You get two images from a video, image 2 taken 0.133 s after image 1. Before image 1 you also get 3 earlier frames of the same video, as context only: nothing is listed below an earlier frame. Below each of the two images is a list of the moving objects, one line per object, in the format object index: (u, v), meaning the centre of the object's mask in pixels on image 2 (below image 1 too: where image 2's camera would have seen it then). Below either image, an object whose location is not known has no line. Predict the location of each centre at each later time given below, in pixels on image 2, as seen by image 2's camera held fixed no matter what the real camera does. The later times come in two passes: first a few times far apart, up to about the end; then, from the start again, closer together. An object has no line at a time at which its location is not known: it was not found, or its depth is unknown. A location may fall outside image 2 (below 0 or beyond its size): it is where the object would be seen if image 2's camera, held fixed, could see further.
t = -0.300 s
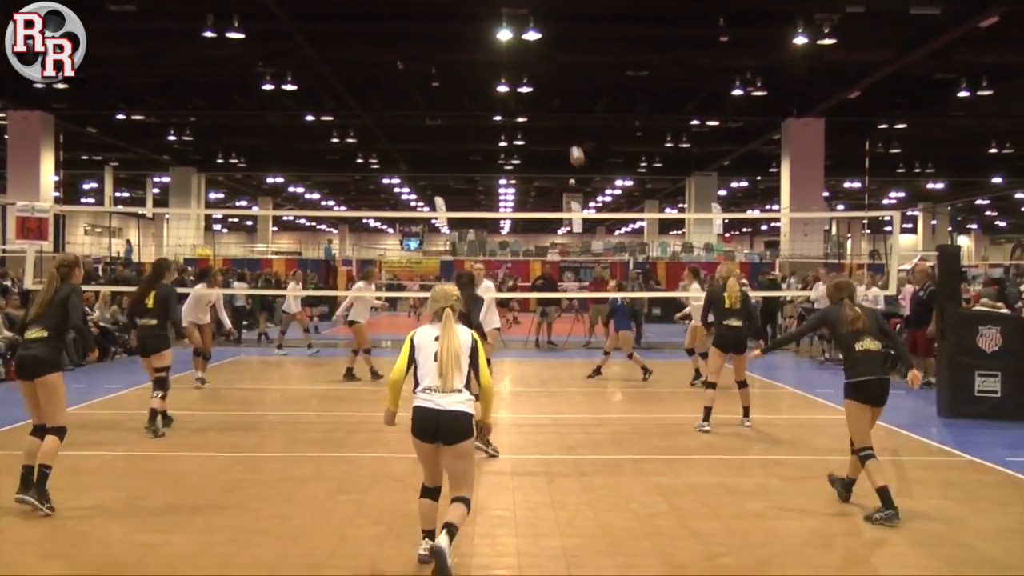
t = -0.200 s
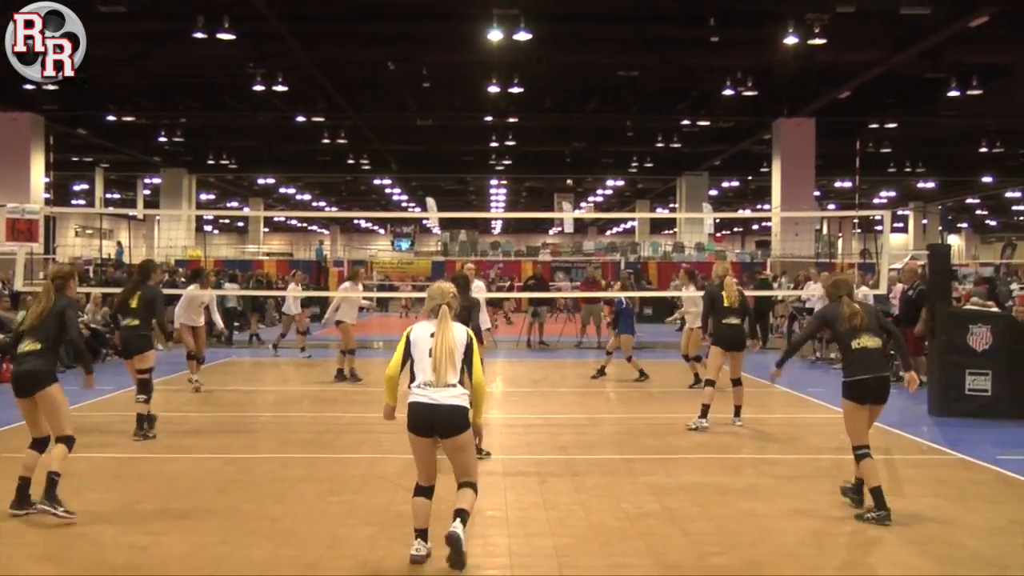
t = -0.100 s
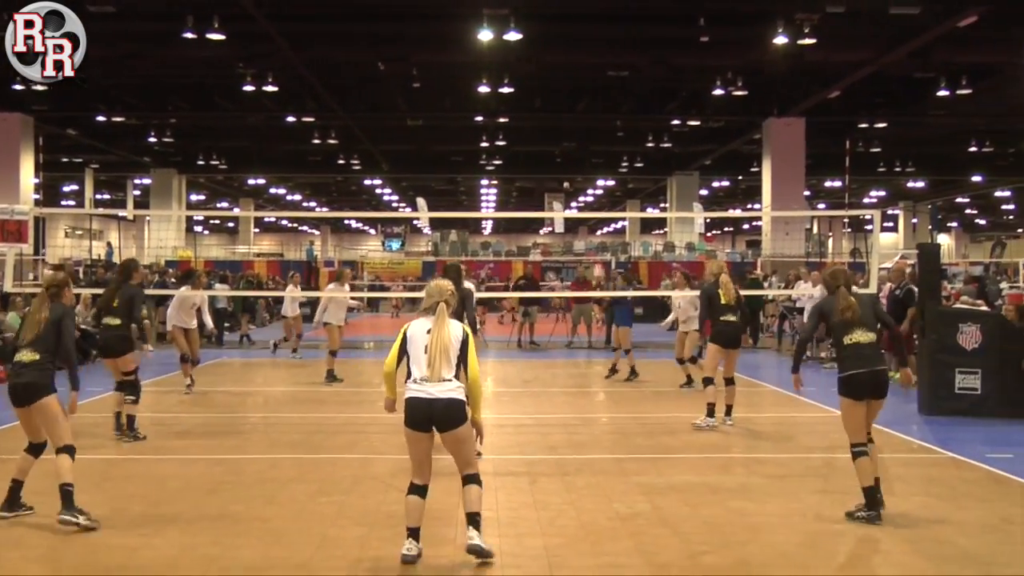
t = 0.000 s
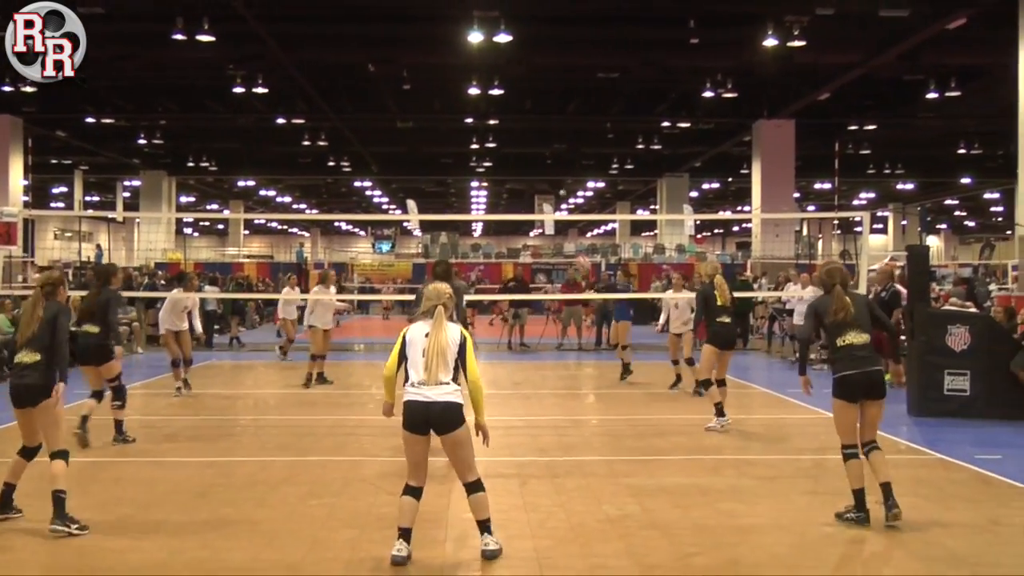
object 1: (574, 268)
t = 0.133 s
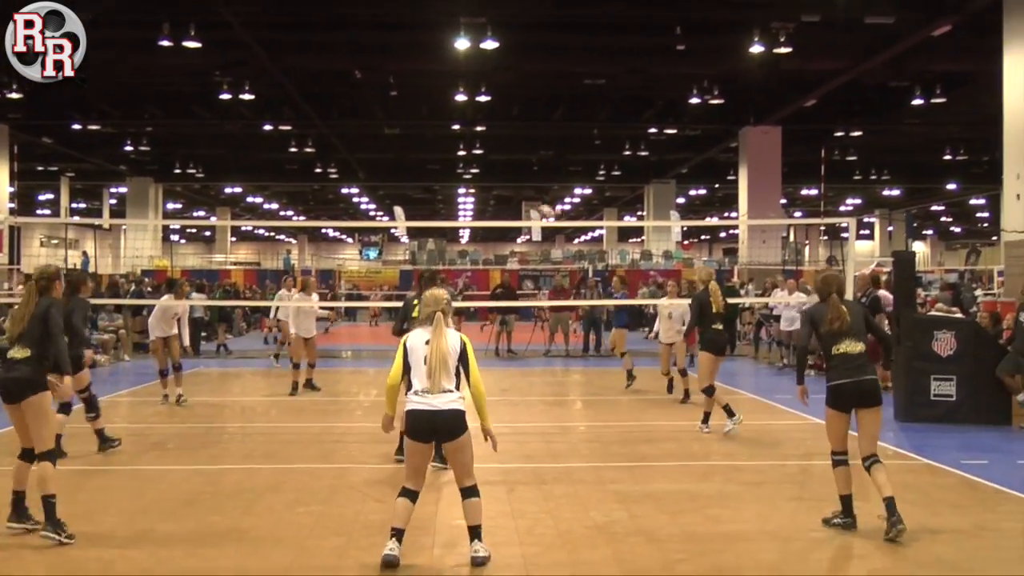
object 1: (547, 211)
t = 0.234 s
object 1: (525, 176)
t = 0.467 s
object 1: (474, 110)
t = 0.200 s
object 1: (532, 188)
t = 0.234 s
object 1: (525, 176)
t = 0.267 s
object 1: (517, 164)
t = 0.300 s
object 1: (510, 154)
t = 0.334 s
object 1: (503, 143)
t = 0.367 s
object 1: (496, 134)
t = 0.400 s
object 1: (488, 124)
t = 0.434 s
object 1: (481, 116)
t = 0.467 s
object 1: (474, 110)
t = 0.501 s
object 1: (468, 102)
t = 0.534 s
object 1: (461, 96)
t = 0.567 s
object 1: (453, 91)
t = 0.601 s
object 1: (446, 86)
